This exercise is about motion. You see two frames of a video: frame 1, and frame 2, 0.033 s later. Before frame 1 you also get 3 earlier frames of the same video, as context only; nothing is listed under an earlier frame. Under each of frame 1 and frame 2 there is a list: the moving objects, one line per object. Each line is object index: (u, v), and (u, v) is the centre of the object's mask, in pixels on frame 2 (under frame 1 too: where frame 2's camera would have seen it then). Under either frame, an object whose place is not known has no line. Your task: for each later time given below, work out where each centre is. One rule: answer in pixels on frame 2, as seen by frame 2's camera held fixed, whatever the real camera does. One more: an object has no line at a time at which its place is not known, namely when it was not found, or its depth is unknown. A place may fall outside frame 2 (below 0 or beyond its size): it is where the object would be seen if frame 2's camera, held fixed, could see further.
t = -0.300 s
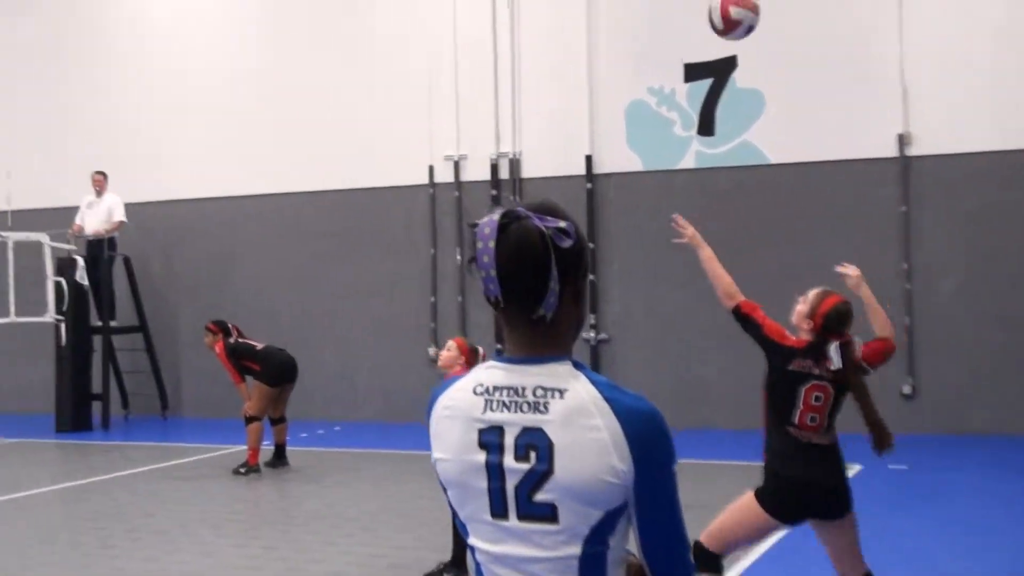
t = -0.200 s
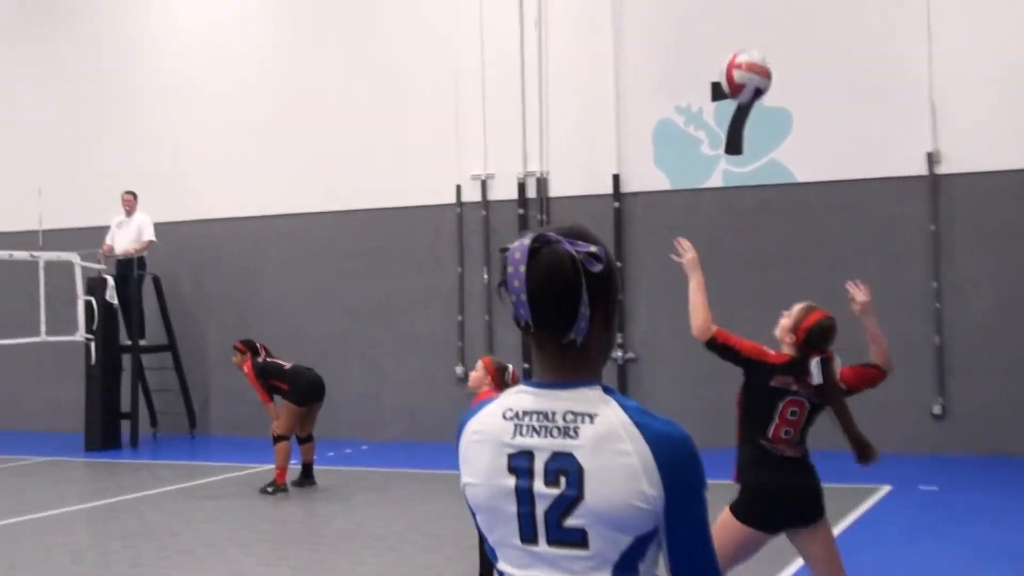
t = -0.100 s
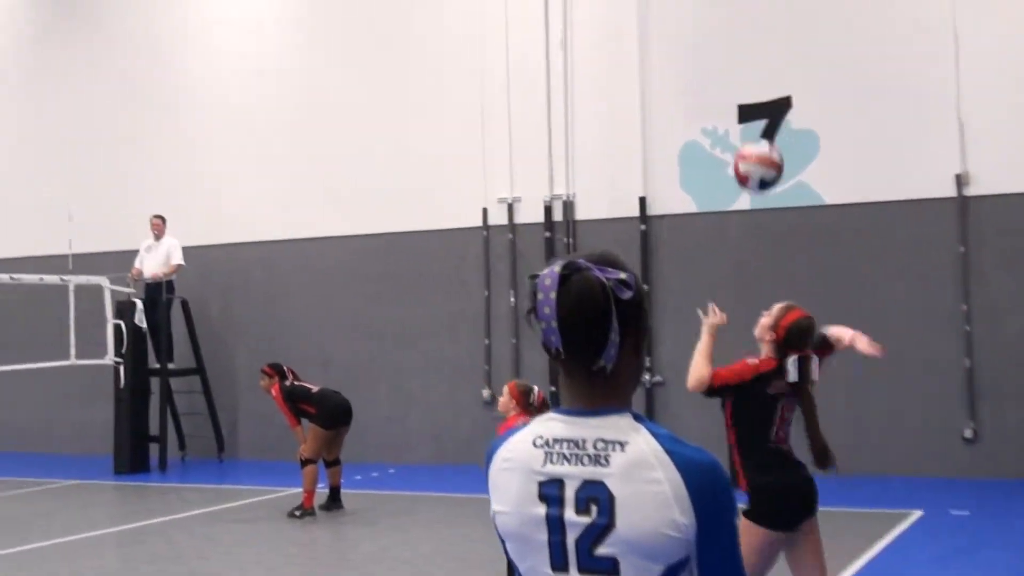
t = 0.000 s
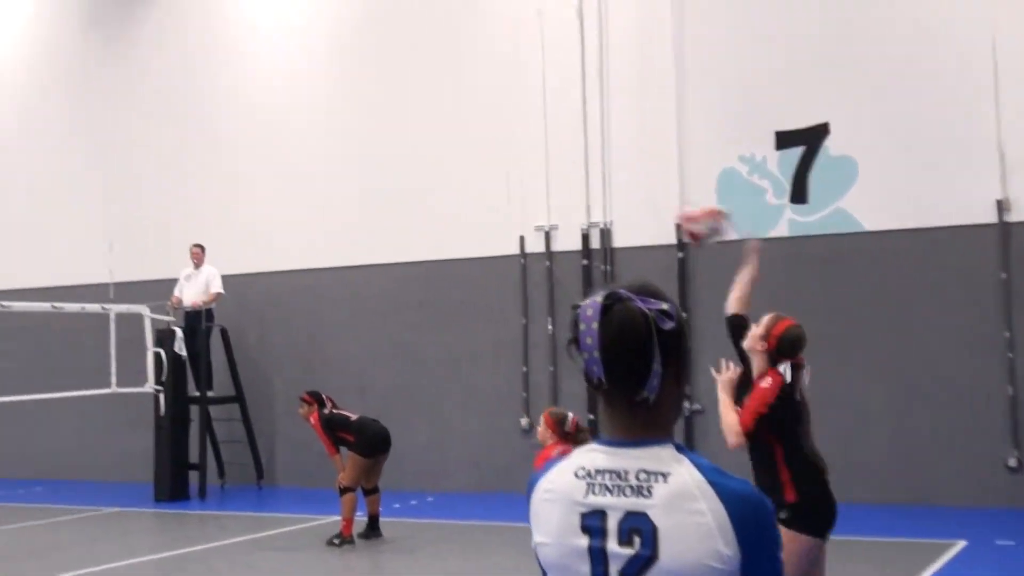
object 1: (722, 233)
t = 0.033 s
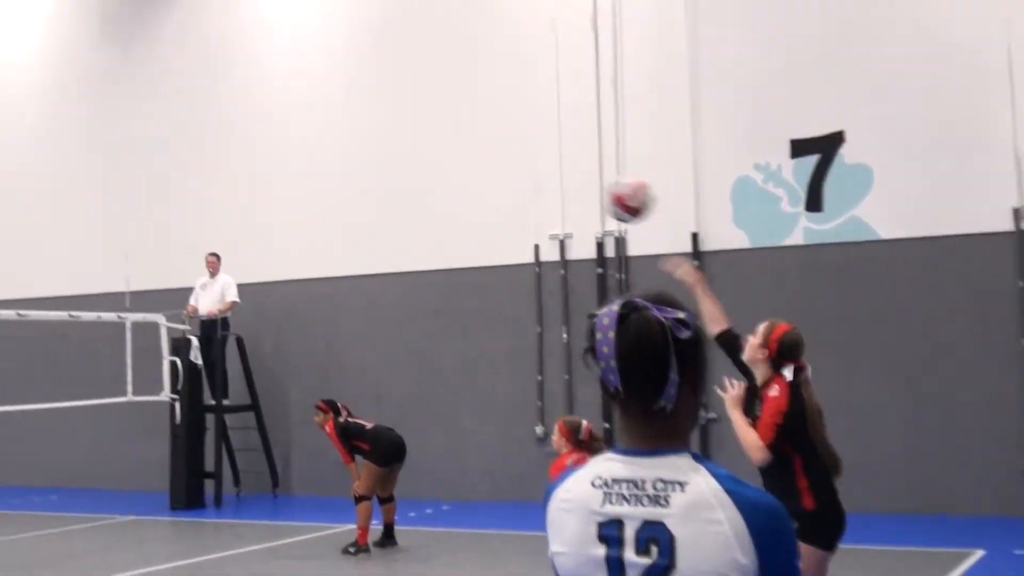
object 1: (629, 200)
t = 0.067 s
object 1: (546, 174)
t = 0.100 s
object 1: (469, 149)
